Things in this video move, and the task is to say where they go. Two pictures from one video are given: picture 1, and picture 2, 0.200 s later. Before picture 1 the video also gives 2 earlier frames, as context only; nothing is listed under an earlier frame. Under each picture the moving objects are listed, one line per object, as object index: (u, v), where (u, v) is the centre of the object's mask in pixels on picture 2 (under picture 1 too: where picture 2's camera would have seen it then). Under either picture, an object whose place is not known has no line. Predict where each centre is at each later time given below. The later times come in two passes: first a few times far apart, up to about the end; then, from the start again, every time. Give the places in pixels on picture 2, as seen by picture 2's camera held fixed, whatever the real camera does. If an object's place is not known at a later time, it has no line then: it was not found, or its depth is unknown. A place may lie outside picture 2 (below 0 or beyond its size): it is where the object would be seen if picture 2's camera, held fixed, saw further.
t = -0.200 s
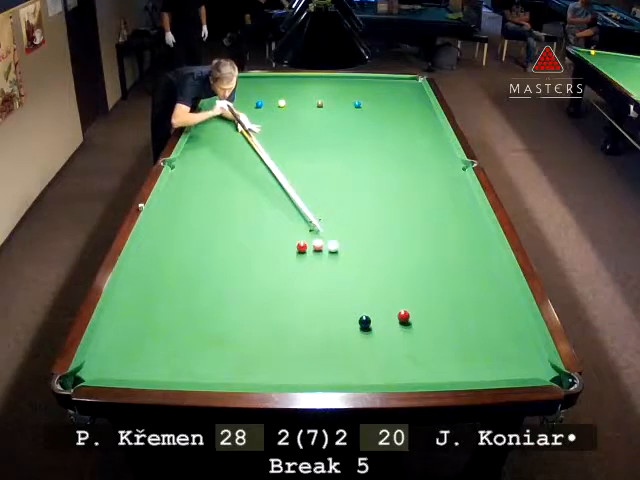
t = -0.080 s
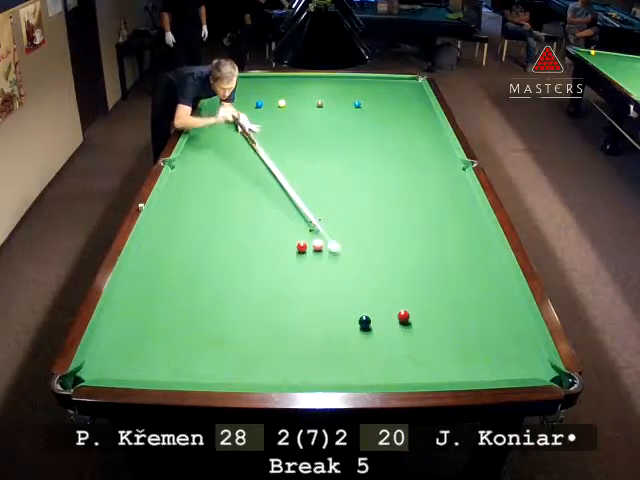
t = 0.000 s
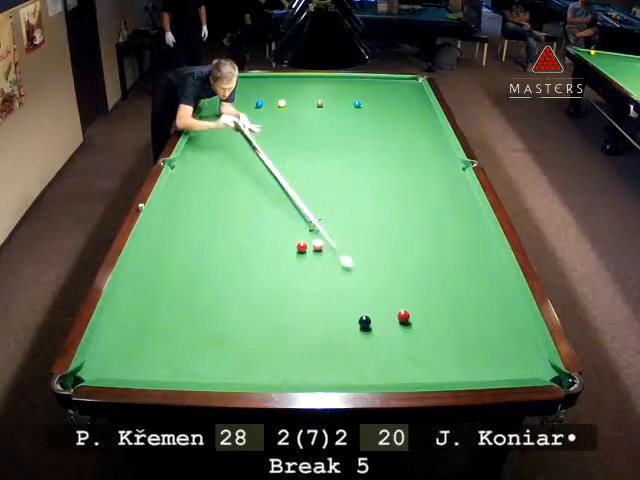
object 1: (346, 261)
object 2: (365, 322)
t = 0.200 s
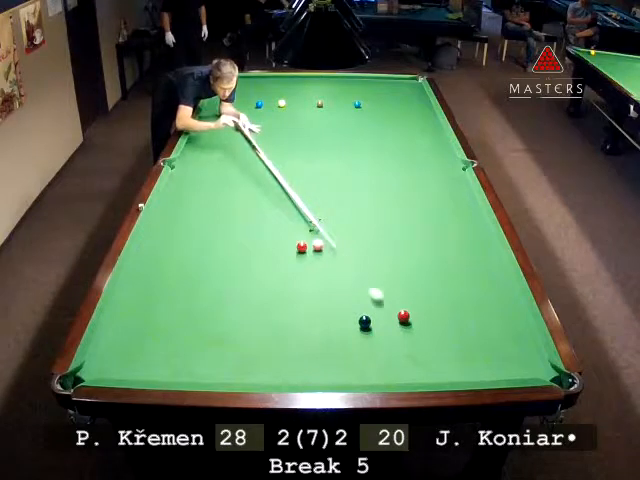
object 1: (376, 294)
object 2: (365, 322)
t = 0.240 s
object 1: (382, 300)
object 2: (365, 322)
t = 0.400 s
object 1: (387, 320)
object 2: (365, 322)
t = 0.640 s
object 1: (382, 346)
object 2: (365, 322)
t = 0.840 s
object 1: (378, 369)
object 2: (365, 322)
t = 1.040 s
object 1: (373, 369)
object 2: (365, 322)
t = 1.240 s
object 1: (368, 354)
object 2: (365, 321)
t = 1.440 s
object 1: (364, 342)
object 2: (365, 321)
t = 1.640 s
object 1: (360, 330)
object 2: (365, 320)
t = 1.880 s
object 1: (352, 325)
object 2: (367, 316)
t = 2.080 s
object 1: (346, 321)
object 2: (369, 311)
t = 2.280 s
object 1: (341, 319)
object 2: (370, 308)
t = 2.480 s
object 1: (338, 317)
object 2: (371, 306)
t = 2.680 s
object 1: (334, 315)
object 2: (371, 304)
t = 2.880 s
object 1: (332, 314)
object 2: (372, 303)
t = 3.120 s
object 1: (331, 313)
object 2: (372, 303)
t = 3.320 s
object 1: (330, 313)
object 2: (372, 303)
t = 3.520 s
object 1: (330, 313)
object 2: (372, 303)
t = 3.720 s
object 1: (330, 313)
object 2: (372, 303)
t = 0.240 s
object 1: (382, 300)
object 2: (365, 322)
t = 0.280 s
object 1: (388, 307)
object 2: (365, 322)
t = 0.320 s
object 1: (390, 312)
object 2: (365, 322)
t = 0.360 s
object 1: (389, 316)
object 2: (365, 322)
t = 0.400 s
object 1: (387, 320)
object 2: (365, 322)
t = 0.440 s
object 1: (386, 324)
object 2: (365, 322)
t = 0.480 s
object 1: (385, 329)
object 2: (365, 322)
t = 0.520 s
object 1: (385, 333)
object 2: (365, 322)
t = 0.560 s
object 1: (384, 338)
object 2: (365, 322)
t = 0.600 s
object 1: (383, 342)
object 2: (365, 322)
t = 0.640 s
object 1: (382, 346)
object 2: (365, 322)
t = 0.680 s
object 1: (382, 351)
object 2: (365, 322)
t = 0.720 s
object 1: (380, 355)
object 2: (365, 322)
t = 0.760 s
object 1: (380, 359)
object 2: (365, 322)
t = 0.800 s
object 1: (379, 364)
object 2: (365, 322)
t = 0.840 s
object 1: (378, 369)
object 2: (365, 322)
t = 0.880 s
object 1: (377, 373)
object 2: (365, 322)
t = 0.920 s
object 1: (376, 376)
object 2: (365, 322)
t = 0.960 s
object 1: (375, 374)
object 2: (365, 322)
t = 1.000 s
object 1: (374, 371)
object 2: (365, 322)
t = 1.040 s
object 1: (373, 369)
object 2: (365, 322)
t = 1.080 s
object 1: (372, 366)
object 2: (365, 322)
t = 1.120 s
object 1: (371, 363)
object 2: (365, 321)
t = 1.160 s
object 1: (370, 360)
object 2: (365, 321)
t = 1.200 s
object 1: (369, 357)
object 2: (365, 321)
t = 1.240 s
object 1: (368, 354)
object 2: (365, 321)
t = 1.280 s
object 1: (367, 351)
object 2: (365, 321)
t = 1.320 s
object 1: (366, 349)
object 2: (365, 321)
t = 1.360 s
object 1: (365, 346)
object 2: (364, 322)
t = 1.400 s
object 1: (365, 344)
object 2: (364, 321)
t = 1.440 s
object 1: (364, 342)
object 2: (365, 321)
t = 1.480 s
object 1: (363, 339)
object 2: (364, 321)
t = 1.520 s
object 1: (362, 337)
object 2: (365, 321)
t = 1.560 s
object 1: (361, 334)
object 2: (365, 321)
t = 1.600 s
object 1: (361, 332)
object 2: (365, 321)
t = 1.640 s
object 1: (360, 330)
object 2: (365, 320)
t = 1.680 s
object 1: (358, 329)
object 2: (366, 320)
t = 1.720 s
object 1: (357, 328)
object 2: (366, 319)
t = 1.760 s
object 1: (356, 327)
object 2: (366, 318)
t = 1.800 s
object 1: (354, 326)
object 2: (366, 317)
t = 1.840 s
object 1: (353, 326)
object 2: (367, 316)
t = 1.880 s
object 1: (352, 325)
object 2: (367, 316)
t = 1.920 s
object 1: (351, 324)
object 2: (367, 315)
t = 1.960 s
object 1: (349, 324)
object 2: (368, 314)
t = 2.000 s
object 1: (348, 323)
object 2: (368, 313)
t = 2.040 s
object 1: (346, 323)
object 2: (368, 312)
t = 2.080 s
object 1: (346, 321)
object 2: (369, 311)
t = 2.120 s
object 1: (345, 321)
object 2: (369, 311)
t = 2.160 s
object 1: (344, 321)
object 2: (369, 310)
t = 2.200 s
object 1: (343, 320)
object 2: (370, 310)
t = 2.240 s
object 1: (342, 319)
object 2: (370, 309)
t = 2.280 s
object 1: (341, 319)
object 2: (370, 308)
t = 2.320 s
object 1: (340, 319)
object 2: (370, 308)
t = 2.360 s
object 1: (339, 318)
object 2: (370, 307)
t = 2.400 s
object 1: (339, 318)
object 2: (370, 307)
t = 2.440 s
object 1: (338, 317)
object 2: (371, 306)
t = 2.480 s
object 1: (338, 317)
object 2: (371, 306)
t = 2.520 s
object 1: (336, 316)
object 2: (371, 306)
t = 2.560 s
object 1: (336, 316)
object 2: (371, 305)
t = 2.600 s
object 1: (335, 316)
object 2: (371, 305)
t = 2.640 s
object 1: (334, 315)
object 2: (371, 305)
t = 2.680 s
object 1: (334, 315)
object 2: (371, 304)
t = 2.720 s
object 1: (333, 315)
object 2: (371, 304)
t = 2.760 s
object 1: (333, 314)
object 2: (372, 304)
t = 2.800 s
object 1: (333, 314)
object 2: (372, 304)
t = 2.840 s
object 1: (333, 314)
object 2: (371, 303)
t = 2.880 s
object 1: (332, 314)
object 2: (372, 303)
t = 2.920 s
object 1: (332, 313)
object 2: (372, 303)
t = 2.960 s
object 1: (332, 313)
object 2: (372, 303)
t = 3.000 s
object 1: (331, 313)
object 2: (372, 303)
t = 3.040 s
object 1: (331, 313)
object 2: (372, 303)
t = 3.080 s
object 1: (331, 313)
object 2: (372, 303)
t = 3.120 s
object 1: (331, 313)
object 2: (372, 303)
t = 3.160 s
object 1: (331, 313)
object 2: (372, 303)
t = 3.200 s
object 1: (331, 313)
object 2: (372, 303)
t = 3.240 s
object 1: (331, 313)
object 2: (372, 303)
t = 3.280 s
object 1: (331, 313)
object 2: (372, 303)
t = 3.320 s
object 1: (330, 313)
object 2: (372, 303)
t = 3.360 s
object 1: (330, 313)
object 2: (372, 303)
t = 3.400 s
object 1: (330, 313)
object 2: (372, 303)
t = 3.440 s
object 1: (330, 313)
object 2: (372, 303)
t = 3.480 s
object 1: (330, 313)
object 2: (372, 303)
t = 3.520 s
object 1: (330, 313)
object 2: (372, 303)
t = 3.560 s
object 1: (330, 313)
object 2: (372, 303)
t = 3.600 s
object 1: (330, 313)
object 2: (372, 303)
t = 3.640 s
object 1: (330, 313)
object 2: (372, 303)
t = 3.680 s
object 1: (330, 313)
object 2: (372, 303)
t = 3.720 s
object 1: (330, 313)
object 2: (372, 303)
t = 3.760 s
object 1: (330, 313)
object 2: (372, 303)
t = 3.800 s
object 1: (330, 313)
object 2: (372, 303)
